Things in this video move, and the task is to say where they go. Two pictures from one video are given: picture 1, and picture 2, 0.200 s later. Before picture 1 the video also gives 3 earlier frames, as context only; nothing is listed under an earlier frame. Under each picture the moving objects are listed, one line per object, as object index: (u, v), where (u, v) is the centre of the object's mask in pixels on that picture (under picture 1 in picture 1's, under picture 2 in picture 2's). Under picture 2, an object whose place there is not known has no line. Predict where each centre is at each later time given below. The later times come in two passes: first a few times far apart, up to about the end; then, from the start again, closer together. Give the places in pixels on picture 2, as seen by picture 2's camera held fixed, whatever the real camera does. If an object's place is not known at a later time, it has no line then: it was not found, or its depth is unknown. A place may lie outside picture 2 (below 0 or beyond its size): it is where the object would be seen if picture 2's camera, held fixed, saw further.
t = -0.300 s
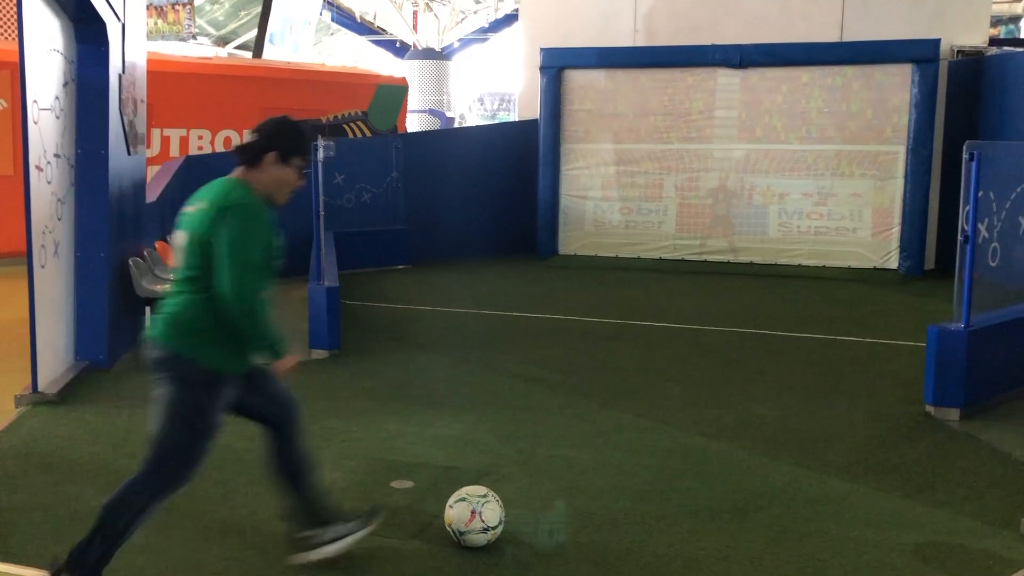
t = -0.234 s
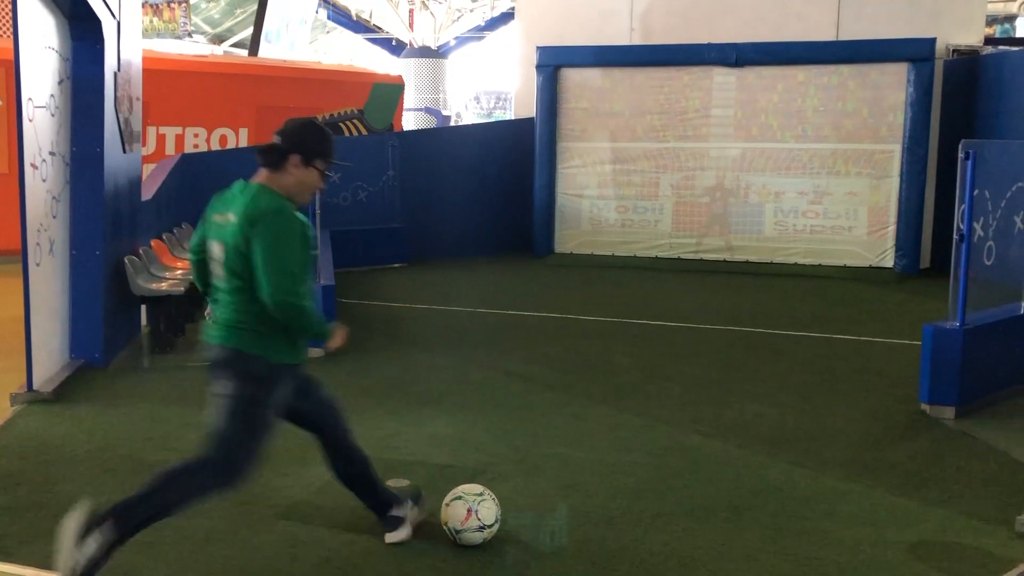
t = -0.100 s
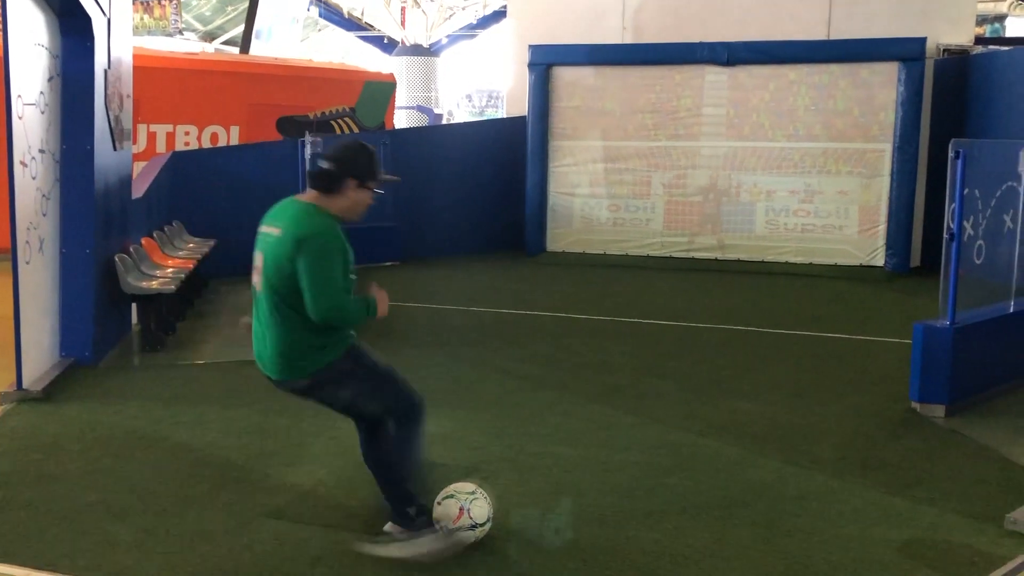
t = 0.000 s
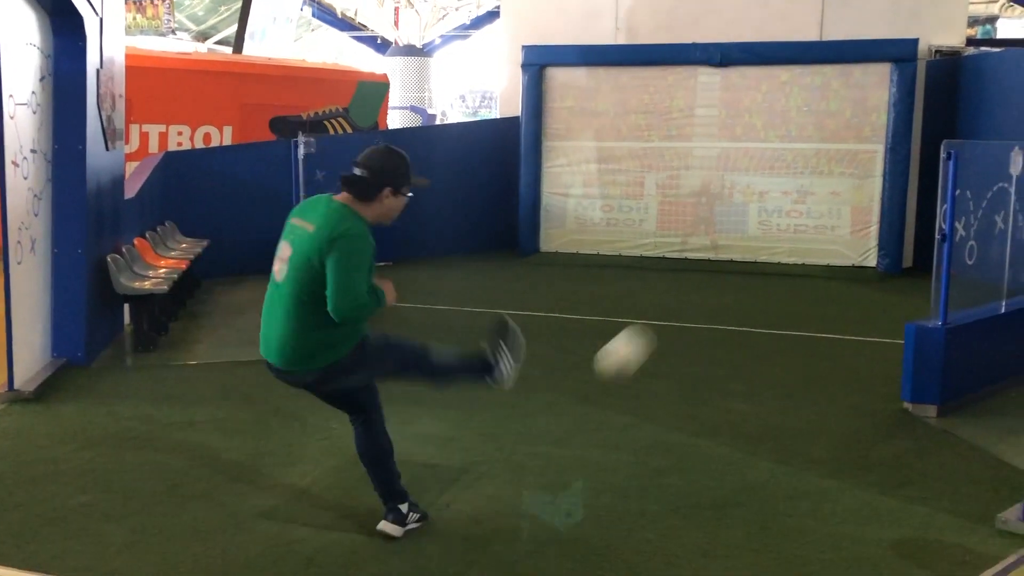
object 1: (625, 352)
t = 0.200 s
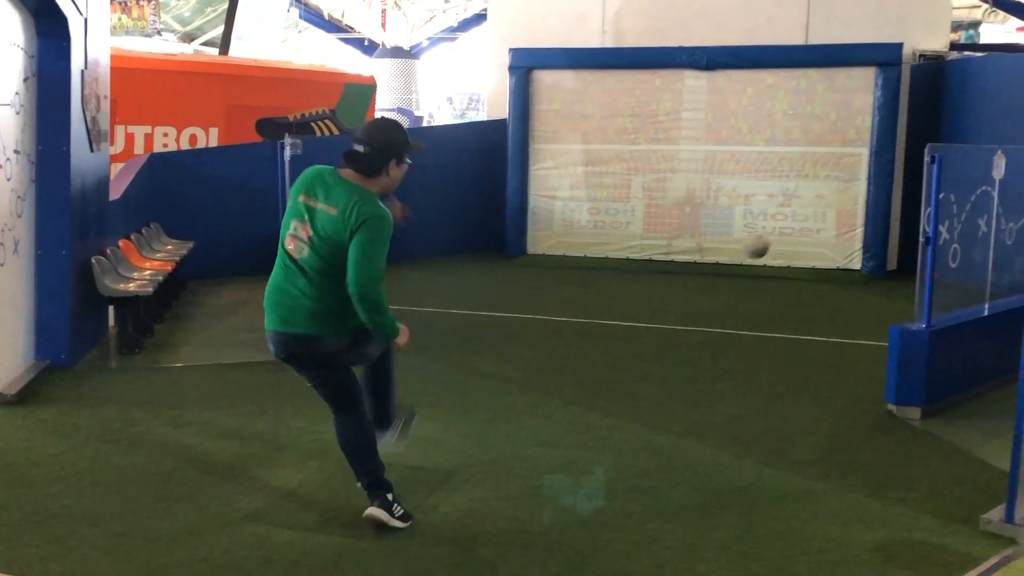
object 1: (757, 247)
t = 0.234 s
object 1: (769, 243)
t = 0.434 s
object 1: (807, 244)
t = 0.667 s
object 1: (838, 278)
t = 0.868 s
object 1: (861, 274)
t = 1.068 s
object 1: (883, 317)
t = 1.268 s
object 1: (910, 313)
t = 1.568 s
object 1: (880, 361)
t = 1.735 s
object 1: (832, 368)
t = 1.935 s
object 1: (760, 374)
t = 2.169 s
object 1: (672, 378)
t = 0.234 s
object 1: (769, 243)
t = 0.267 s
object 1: (779, 239)
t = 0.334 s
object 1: (795, 237)
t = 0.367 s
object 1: (801, 236)
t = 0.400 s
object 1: (804, 240)
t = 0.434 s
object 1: (807, 244)
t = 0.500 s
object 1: (819, 261)
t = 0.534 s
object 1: (822, 269)
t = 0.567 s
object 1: (826, 278)
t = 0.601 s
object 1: (832, 287)
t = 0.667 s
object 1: (838, 278)
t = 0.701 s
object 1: (842, 275)
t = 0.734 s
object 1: (846, 273)
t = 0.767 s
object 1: (850, 270)
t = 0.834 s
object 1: (857, 272)
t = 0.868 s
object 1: (861, 274)
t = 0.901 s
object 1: (865, 277)
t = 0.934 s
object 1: (868, 282)
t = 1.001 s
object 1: (875, 297)
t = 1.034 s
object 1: (879, 306)
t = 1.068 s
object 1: (883, 317)
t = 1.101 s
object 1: (886, 321)
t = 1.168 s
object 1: (897, 314)
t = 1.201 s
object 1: (901, 313)
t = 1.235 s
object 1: (907, 312)
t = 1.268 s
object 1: (910, 313)
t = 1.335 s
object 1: (915, 316)
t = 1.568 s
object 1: (880, 361)
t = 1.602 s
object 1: (874, 362)
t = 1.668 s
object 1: (856, 365)
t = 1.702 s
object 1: (845, 369)
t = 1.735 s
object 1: (832, 368)
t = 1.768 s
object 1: (821, 369)
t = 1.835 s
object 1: (796, 370)
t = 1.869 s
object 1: (783, 372)
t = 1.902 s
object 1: (771, 372)
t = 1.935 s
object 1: (760, 374)
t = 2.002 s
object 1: (734, 374)
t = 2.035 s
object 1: (722, 375)
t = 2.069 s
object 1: (710, 376)
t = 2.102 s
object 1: (697, 377)
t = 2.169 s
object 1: (672, 378)
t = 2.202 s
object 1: (659, 379)
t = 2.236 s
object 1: (646, 379)
